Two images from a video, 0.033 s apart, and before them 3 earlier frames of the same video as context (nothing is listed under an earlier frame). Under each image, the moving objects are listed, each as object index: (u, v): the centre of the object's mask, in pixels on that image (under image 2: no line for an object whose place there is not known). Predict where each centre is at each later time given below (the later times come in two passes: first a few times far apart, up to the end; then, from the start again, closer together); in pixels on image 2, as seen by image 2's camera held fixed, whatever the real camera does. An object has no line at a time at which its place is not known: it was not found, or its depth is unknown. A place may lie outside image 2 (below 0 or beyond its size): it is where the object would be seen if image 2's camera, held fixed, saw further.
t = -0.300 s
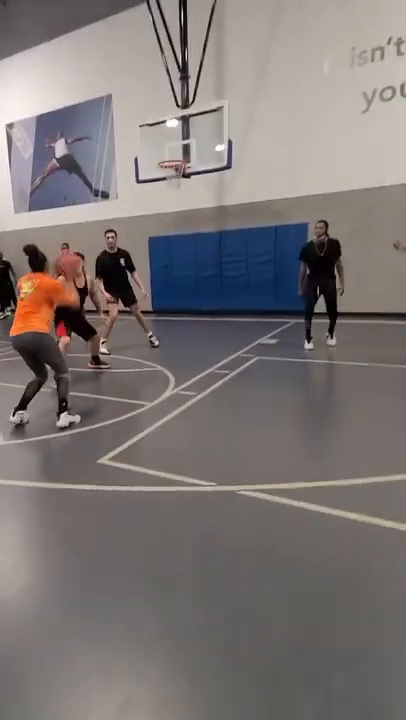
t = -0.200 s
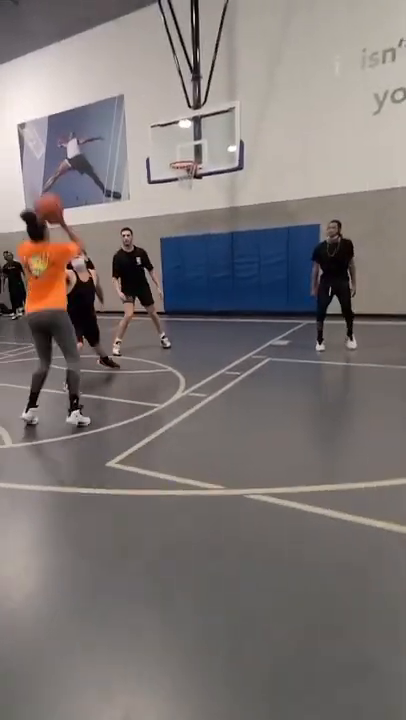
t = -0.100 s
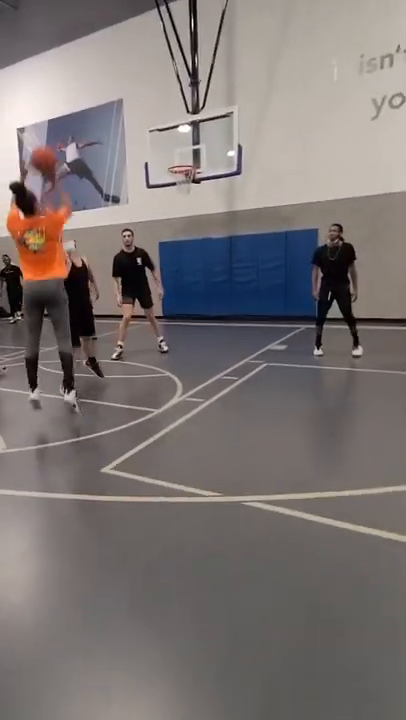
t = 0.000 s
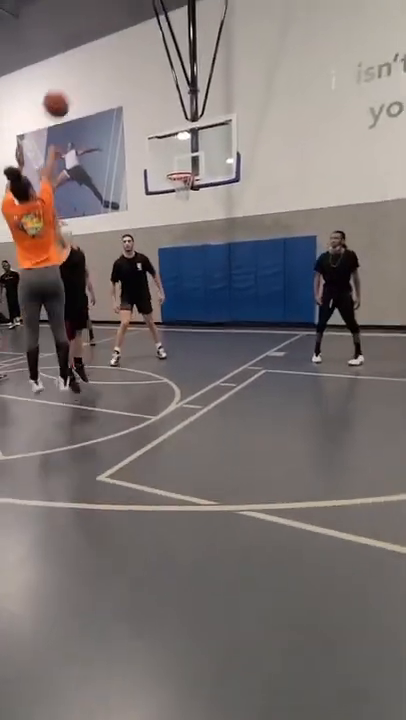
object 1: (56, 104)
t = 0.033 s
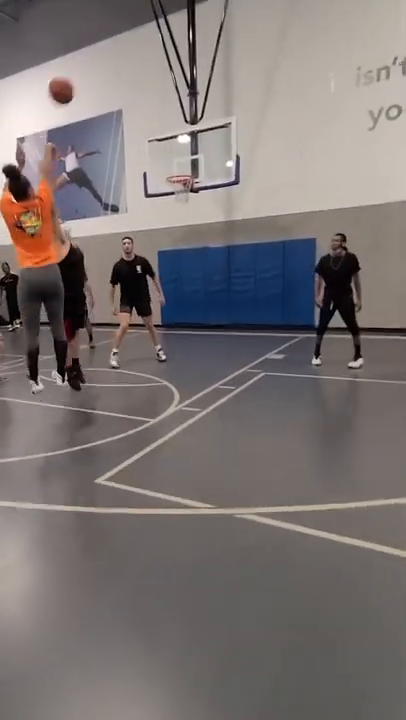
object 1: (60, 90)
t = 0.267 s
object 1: (94, 22)
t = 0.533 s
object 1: (125, 22)
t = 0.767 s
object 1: (149, 65)
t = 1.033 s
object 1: (170, 142)
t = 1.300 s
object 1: (184, 207)
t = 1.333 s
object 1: (184, 212)
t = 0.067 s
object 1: (66, 75)
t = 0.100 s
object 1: (71, 63)
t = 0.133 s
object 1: (76, 51)
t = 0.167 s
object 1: (80, 42)
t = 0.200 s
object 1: (85, 34)
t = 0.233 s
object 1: (89, 26)
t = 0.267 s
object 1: (94, 22)
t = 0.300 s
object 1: (98, 18)
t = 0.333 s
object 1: (102, 16)
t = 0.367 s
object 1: (106, 14)
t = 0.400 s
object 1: (111, 14)
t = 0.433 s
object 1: (114, 14)
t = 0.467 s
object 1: (118, 16)
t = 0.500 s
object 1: (122, 19)
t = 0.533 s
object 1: (125, 22)
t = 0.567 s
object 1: (129, 26)
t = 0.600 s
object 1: (133, 31)
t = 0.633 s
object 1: (136, 36)
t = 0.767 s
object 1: (149, 65)
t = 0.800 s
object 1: (152, 73)
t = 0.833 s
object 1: (155, 81)
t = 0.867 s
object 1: (158, 91)
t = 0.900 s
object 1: (160, 100)
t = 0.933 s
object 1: (163, 110)
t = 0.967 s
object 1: (166, 120)
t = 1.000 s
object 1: (168, 130)
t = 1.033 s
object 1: (170, 142)
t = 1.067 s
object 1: (173, 152)
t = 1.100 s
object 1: (176, 163)
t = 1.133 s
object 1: (178, 174)
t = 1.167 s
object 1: (180, 184)
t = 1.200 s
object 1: (181, 193)
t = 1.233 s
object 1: (182, 196)
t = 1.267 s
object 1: (183, 202)
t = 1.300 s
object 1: (184, 207)
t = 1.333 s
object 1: (184, 212)
